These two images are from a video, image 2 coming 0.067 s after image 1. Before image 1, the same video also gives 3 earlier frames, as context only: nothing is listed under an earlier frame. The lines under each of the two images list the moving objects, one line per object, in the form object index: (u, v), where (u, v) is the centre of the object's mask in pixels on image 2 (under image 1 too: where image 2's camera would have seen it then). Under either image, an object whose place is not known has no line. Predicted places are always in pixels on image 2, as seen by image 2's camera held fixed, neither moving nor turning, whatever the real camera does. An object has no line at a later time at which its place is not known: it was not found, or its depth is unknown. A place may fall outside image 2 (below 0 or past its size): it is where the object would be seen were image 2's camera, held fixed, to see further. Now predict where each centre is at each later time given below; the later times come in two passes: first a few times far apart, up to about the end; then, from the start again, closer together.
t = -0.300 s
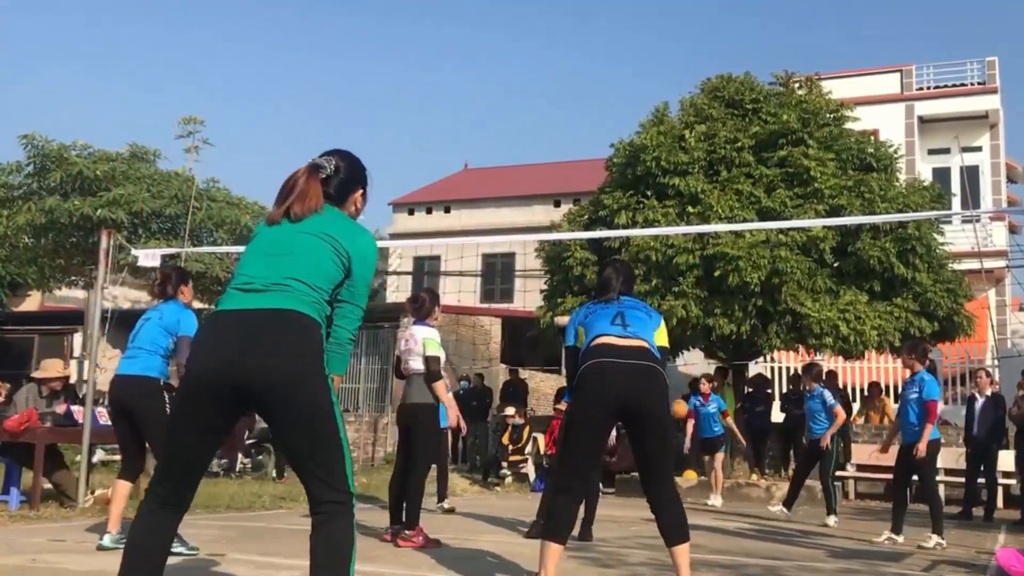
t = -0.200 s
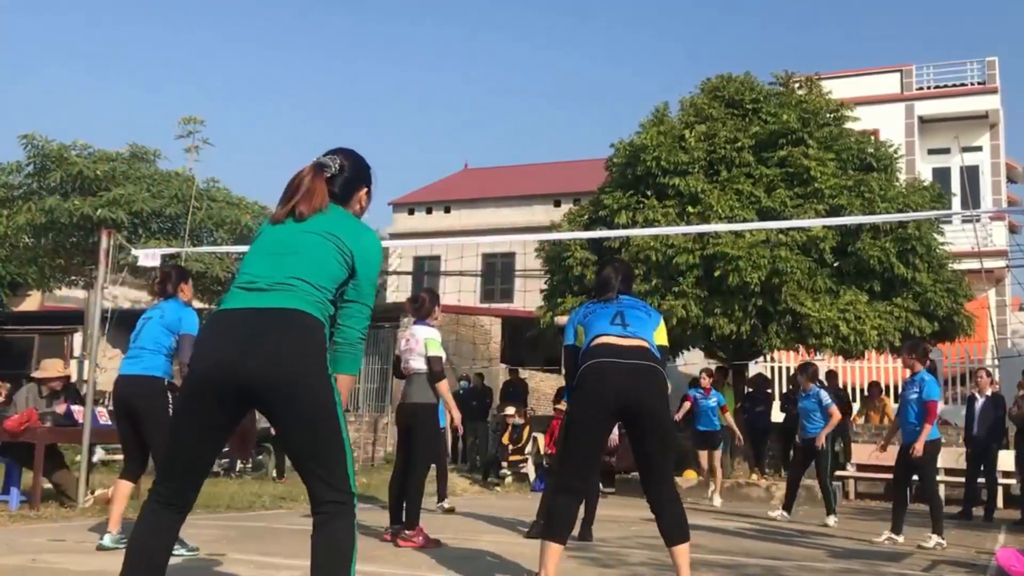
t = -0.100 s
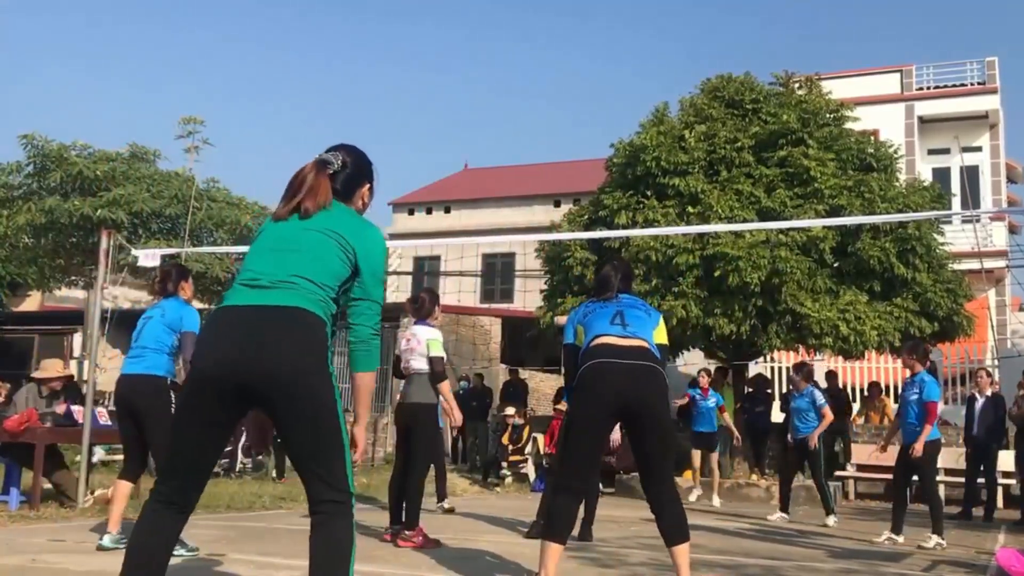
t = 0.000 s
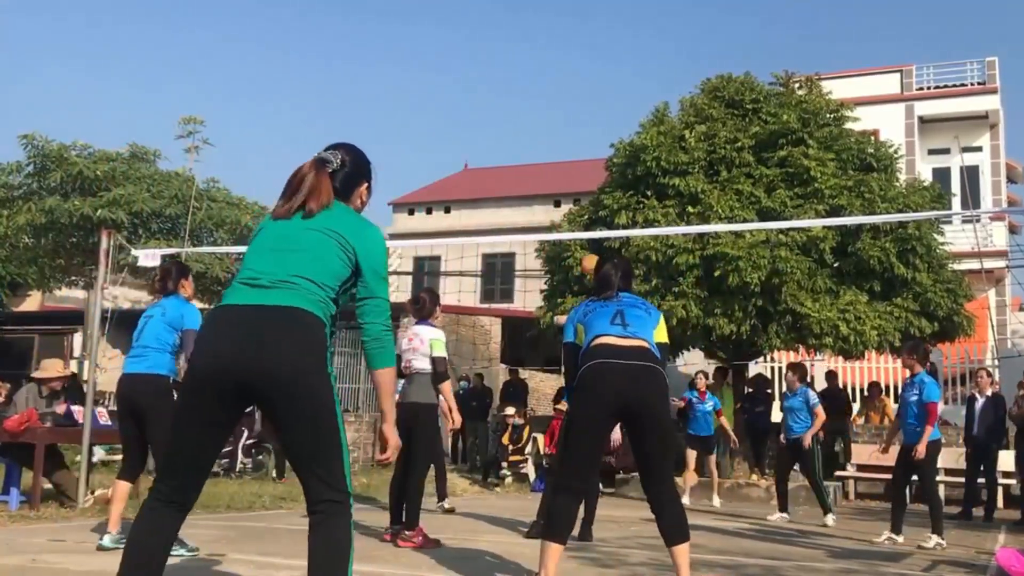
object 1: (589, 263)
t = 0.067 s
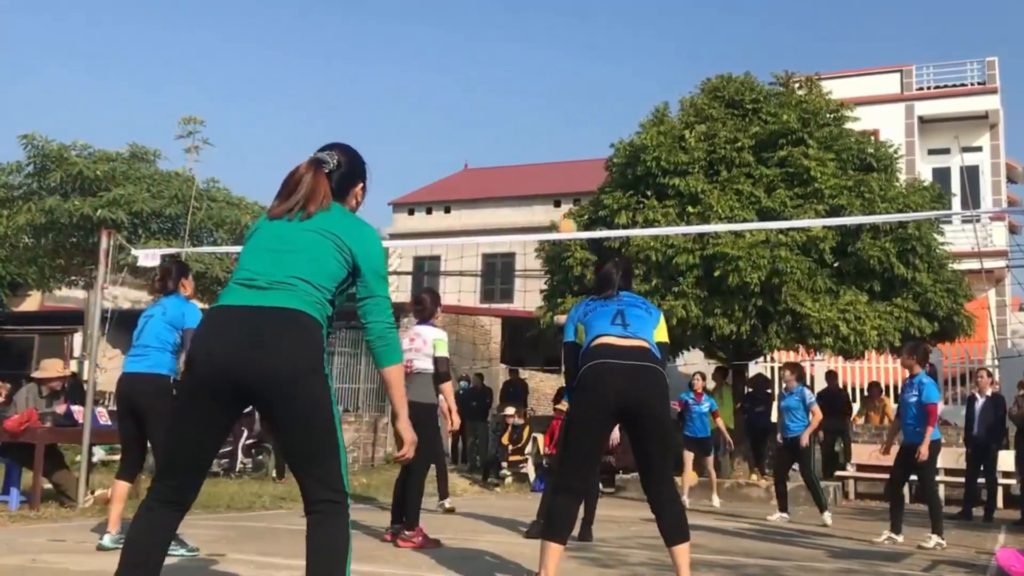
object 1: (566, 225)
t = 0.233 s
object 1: (495, 145)
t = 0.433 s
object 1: (390, 67)
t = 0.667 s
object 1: (230, 16)
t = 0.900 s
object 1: (11, 37)
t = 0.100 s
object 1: (553, 211)
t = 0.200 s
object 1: (511, 160)
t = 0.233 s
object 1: (495, 145)
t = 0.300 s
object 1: (463, 115)
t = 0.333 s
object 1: (445, 102)
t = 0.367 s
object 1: (428, 90)
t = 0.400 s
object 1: (409, 78)
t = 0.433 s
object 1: (390, 67)
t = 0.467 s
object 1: (370, 57)
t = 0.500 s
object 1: (349, 48)
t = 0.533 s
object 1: (328, 39)
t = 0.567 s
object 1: (305, 32)
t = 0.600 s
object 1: (281, 25)
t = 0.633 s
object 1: (256, 20)
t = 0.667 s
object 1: (230, 16)
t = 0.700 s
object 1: (203, 14)
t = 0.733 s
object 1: (174, 14)
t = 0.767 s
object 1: (144, 15)
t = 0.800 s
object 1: (112, 17)
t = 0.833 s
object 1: (78, 21)
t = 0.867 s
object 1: (43, 27)
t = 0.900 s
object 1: (11, 37)
